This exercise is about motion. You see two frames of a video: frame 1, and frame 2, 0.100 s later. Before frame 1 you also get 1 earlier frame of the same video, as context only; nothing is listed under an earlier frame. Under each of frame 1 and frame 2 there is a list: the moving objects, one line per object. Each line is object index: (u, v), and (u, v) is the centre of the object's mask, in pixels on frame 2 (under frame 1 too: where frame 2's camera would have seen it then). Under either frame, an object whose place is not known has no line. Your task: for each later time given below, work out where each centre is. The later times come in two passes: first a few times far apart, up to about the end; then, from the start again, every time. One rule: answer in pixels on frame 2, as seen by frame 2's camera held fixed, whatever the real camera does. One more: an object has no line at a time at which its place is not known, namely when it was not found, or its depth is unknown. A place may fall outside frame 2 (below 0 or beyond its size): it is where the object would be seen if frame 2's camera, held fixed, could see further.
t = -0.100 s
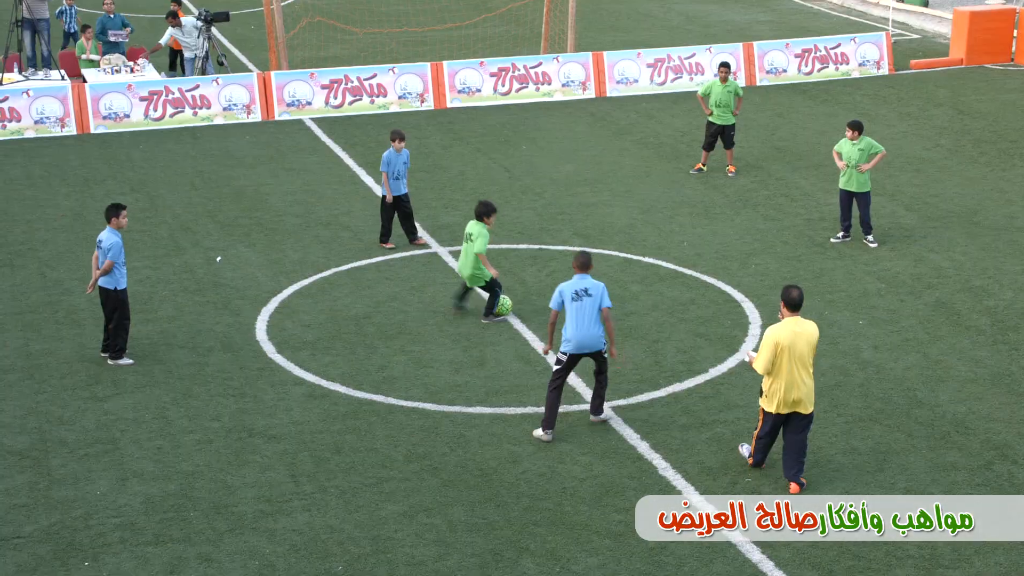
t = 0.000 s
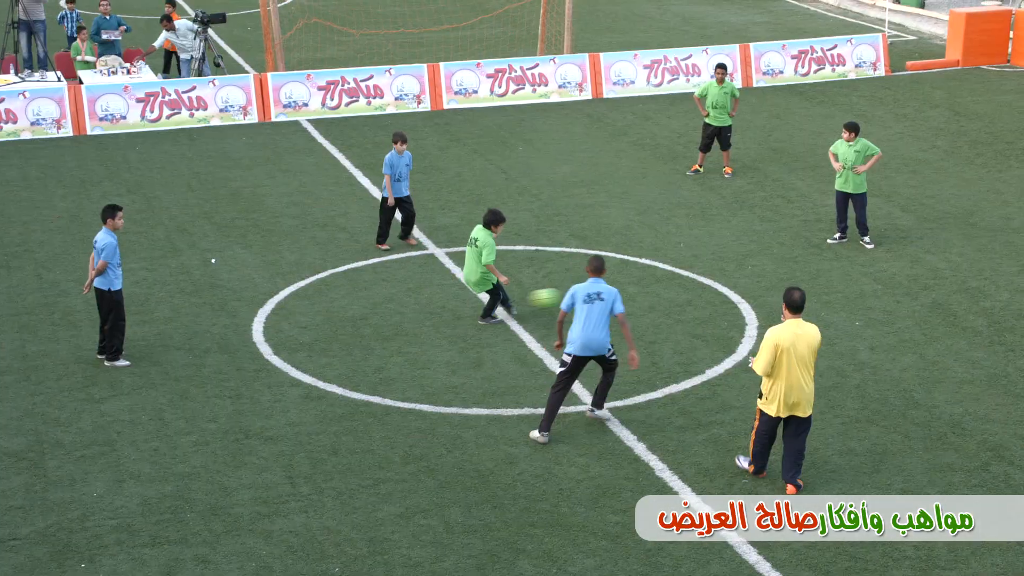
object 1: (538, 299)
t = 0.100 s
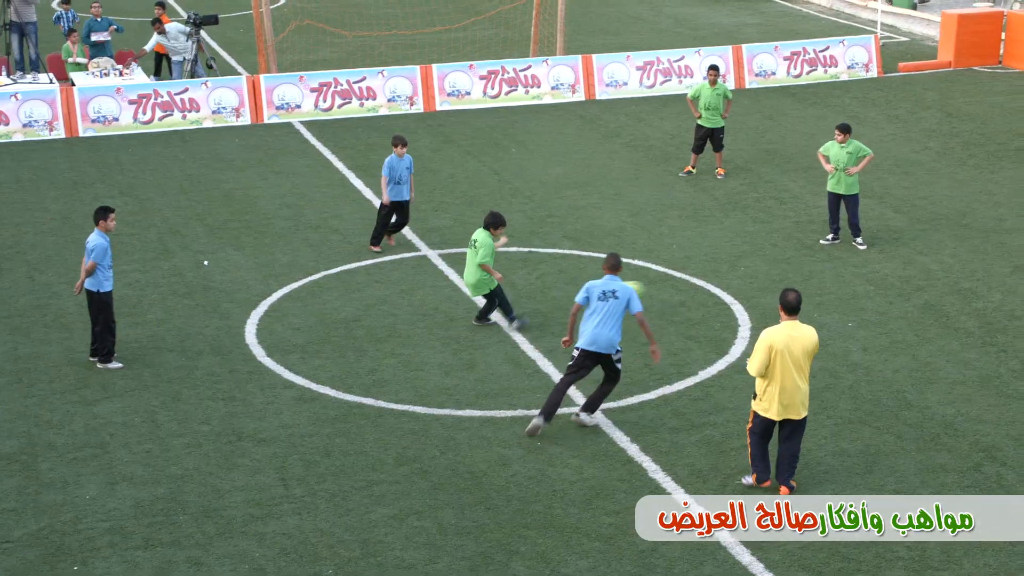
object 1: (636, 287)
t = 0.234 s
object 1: (751, 291)
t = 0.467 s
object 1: (968, 329)
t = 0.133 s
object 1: (659, 289)
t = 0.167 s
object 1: (688, 289)
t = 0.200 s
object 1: (721, 289)
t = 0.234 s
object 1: (751, 291)
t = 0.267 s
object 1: (780, 292)
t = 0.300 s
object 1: (814, 297)
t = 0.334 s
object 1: (844, 302)
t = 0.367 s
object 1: (874, 307)
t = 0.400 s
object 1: (906, 314)
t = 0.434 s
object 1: (937, 321)
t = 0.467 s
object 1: (968, 329)
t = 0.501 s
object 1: (993, 327)
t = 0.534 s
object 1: (1017, 323)
